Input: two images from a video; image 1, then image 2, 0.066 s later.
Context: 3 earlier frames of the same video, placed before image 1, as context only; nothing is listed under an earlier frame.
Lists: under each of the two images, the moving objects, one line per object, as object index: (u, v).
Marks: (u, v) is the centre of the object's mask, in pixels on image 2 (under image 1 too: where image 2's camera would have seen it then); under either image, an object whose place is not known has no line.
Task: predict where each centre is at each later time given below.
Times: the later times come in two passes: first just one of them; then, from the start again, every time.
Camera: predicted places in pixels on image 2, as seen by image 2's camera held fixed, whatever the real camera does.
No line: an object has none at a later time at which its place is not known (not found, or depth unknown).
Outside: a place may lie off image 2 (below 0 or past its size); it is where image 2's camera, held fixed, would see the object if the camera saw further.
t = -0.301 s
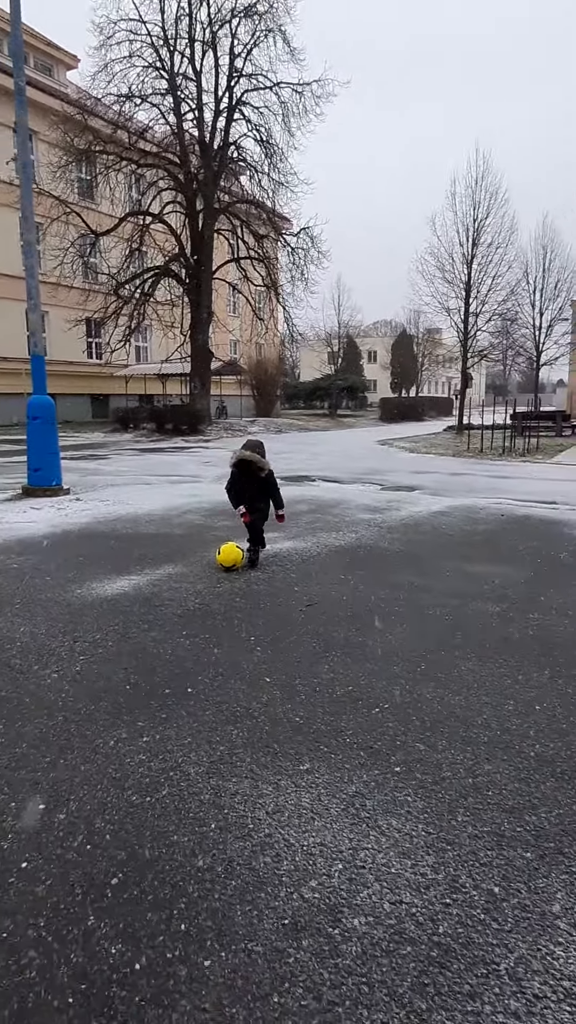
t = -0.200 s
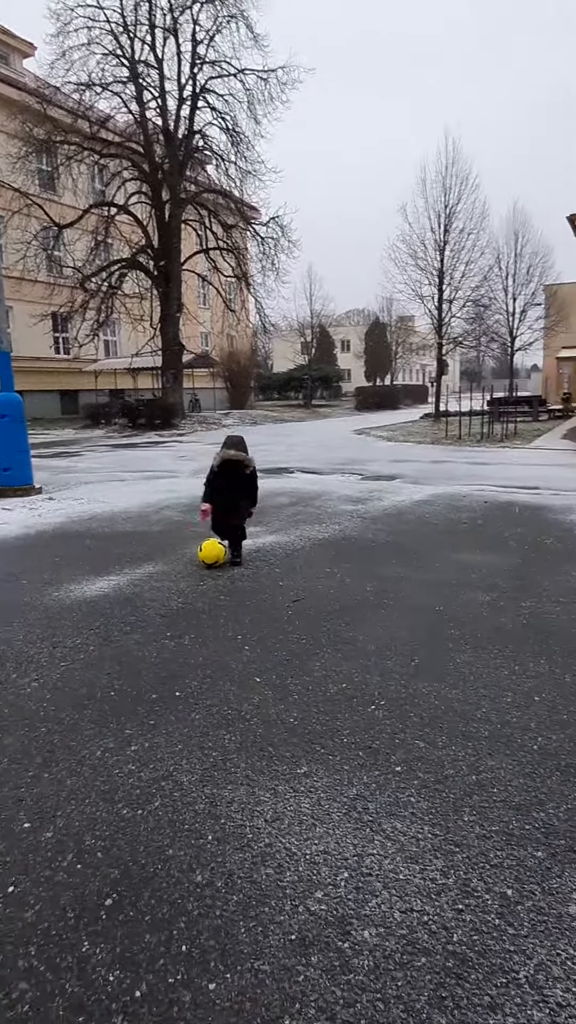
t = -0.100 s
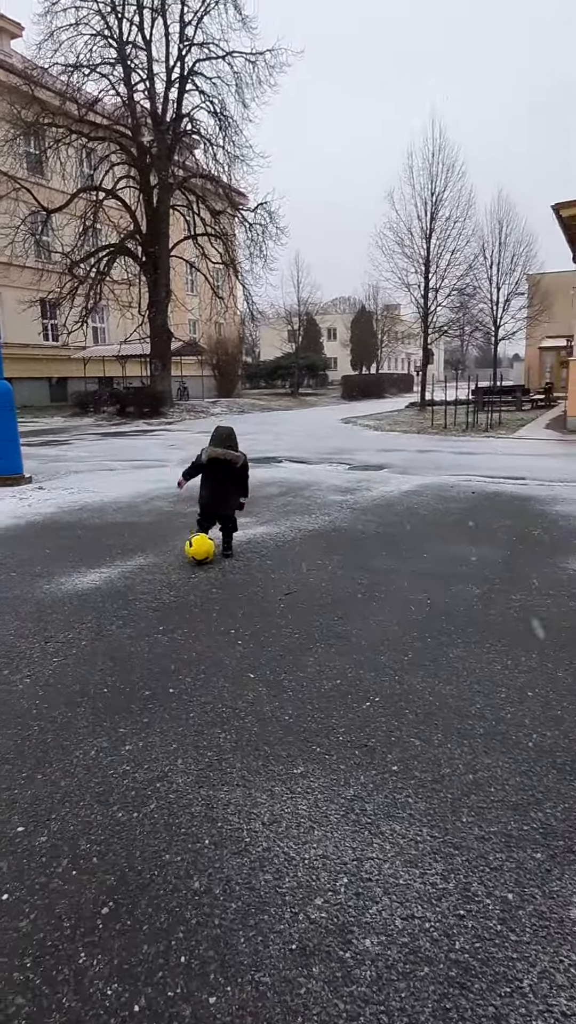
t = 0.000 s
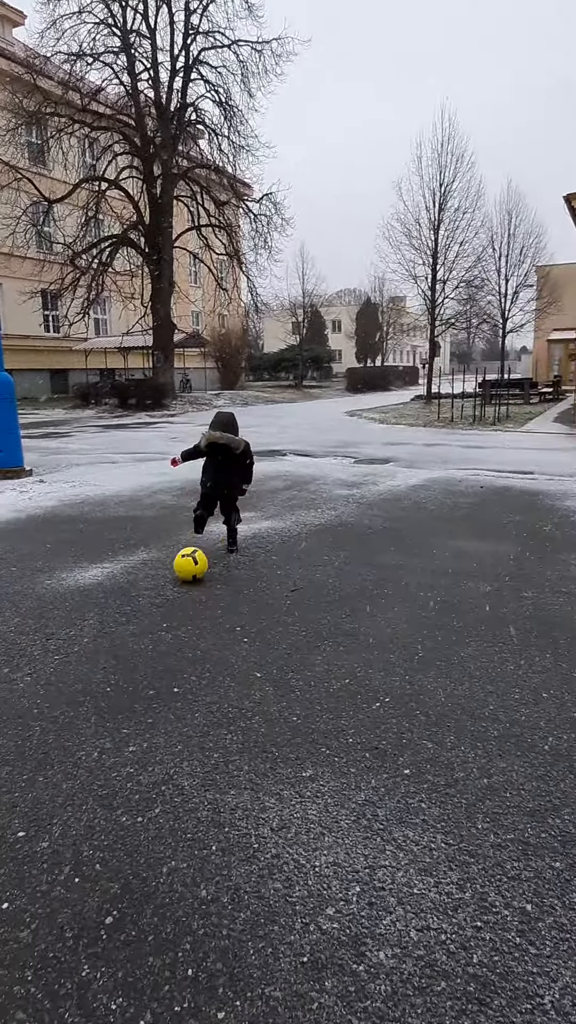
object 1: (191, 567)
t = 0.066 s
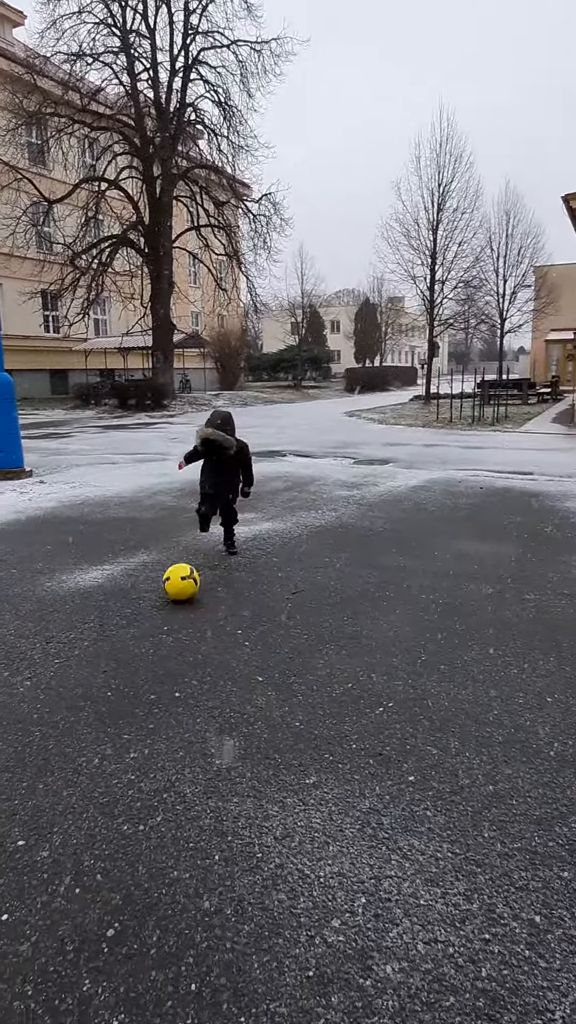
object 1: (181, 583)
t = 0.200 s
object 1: (159, 620)
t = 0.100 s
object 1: (176, 592)
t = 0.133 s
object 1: (170, 601)
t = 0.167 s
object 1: (164, 610)
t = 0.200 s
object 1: (159, 620)
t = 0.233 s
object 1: (152, 632)
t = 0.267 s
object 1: (146, 643)
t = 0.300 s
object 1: (139, 655)
